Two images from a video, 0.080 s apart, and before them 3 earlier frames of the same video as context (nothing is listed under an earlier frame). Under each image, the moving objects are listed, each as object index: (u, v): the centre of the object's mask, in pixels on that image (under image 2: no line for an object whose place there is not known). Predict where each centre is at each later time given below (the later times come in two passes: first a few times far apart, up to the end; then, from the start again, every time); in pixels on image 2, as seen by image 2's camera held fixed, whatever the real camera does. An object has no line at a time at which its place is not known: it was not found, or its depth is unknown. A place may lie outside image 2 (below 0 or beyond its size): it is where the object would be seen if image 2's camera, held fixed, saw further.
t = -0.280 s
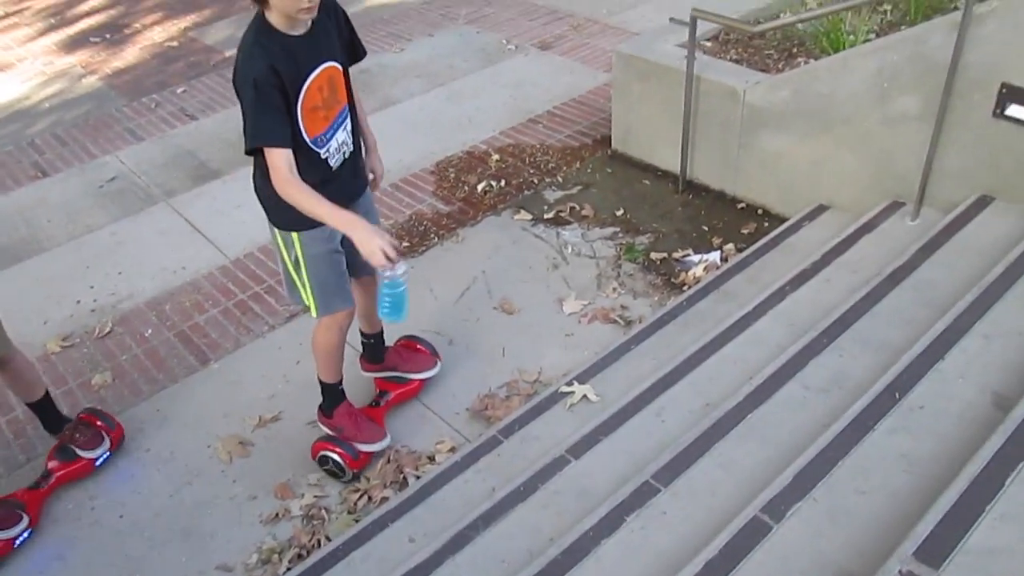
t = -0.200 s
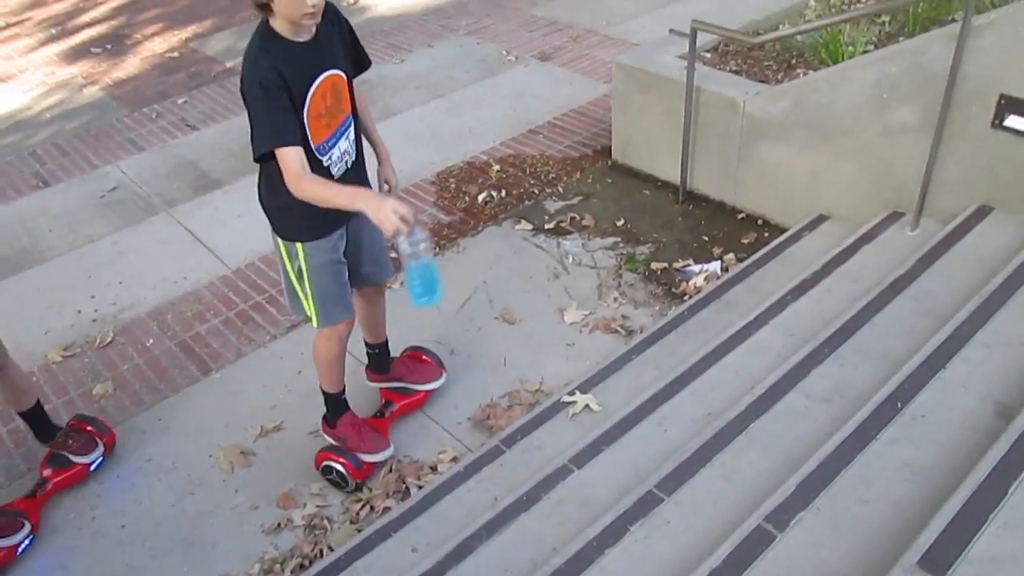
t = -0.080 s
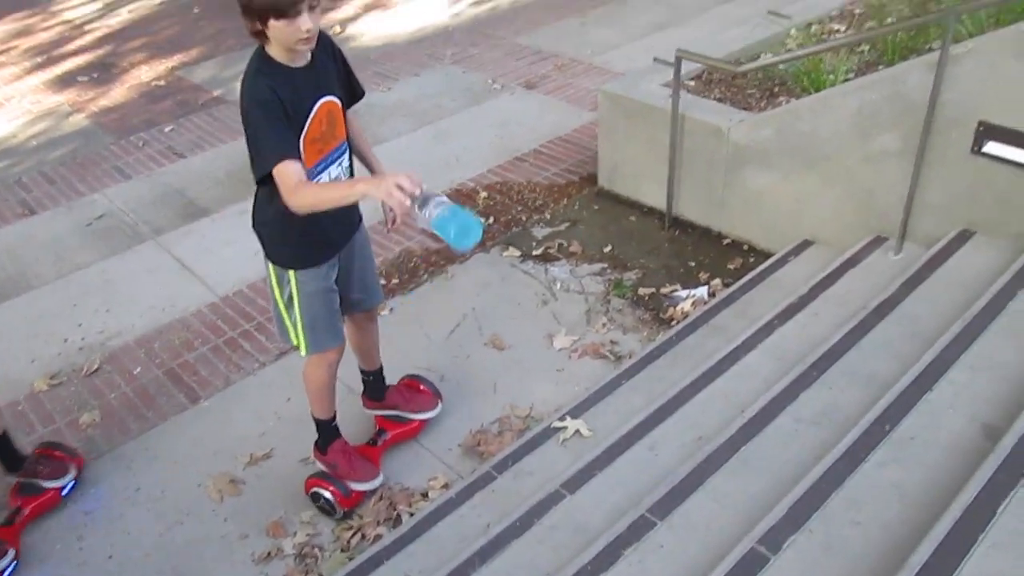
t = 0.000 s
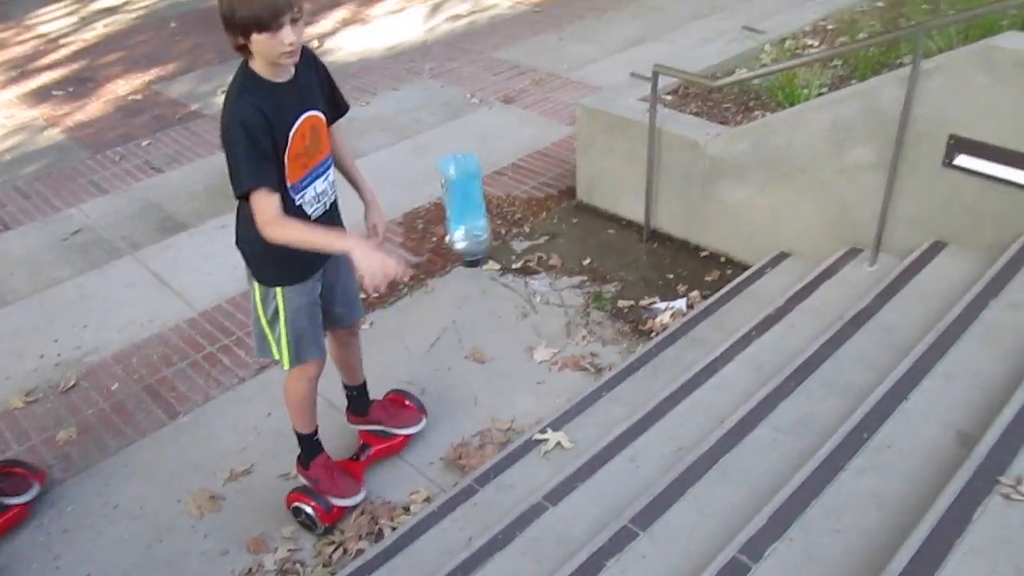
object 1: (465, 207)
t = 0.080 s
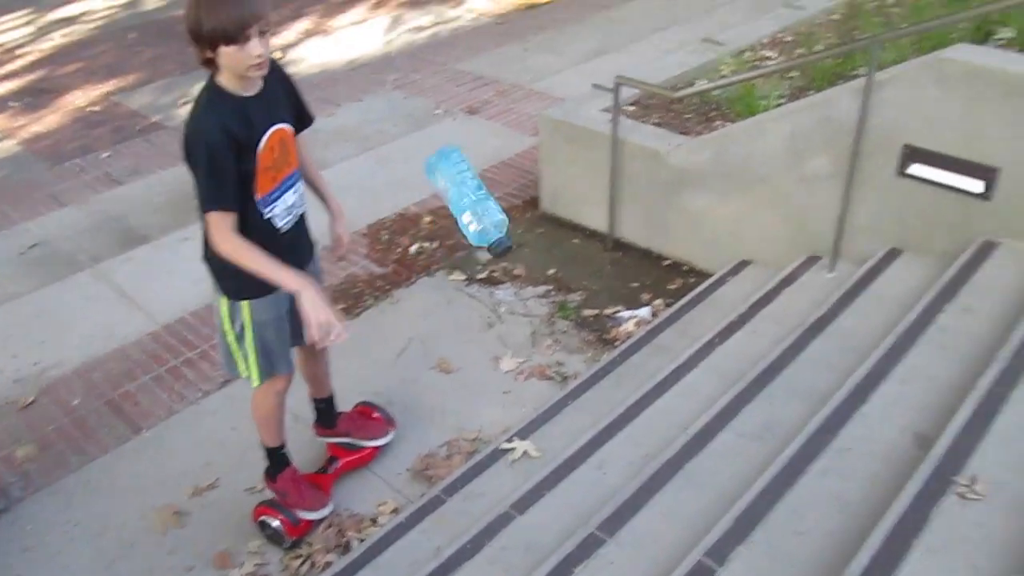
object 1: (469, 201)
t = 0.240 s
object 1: (554, 276)
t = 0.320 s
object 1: (599, 364)
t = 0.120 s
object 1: (490, 207)
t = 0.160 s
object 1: (509, 222)
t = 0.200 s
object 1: (531, 245)
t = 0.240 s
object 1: (554, 276)
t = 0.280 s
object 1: (577, 317)
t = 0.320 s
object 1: (599, 364)
